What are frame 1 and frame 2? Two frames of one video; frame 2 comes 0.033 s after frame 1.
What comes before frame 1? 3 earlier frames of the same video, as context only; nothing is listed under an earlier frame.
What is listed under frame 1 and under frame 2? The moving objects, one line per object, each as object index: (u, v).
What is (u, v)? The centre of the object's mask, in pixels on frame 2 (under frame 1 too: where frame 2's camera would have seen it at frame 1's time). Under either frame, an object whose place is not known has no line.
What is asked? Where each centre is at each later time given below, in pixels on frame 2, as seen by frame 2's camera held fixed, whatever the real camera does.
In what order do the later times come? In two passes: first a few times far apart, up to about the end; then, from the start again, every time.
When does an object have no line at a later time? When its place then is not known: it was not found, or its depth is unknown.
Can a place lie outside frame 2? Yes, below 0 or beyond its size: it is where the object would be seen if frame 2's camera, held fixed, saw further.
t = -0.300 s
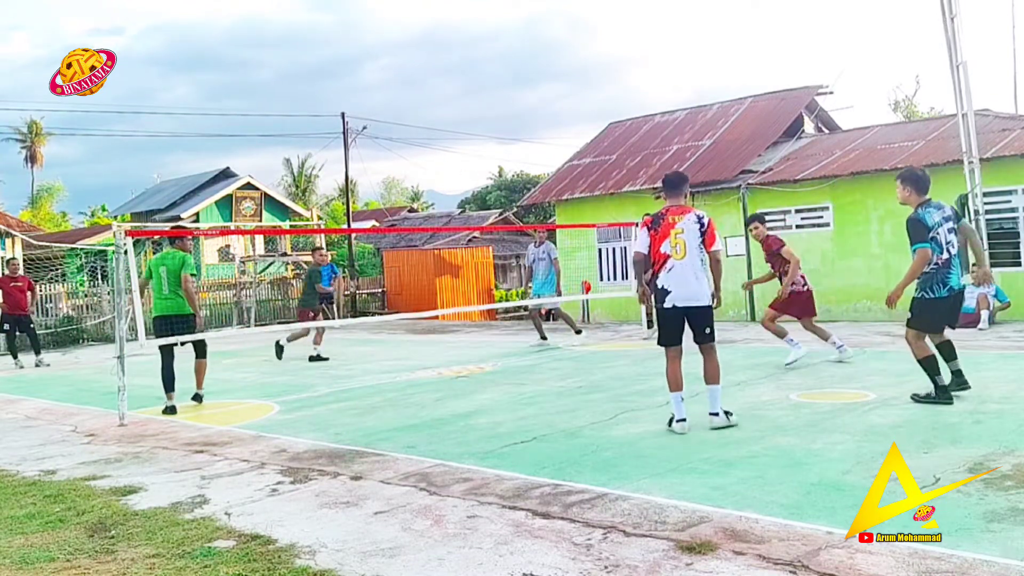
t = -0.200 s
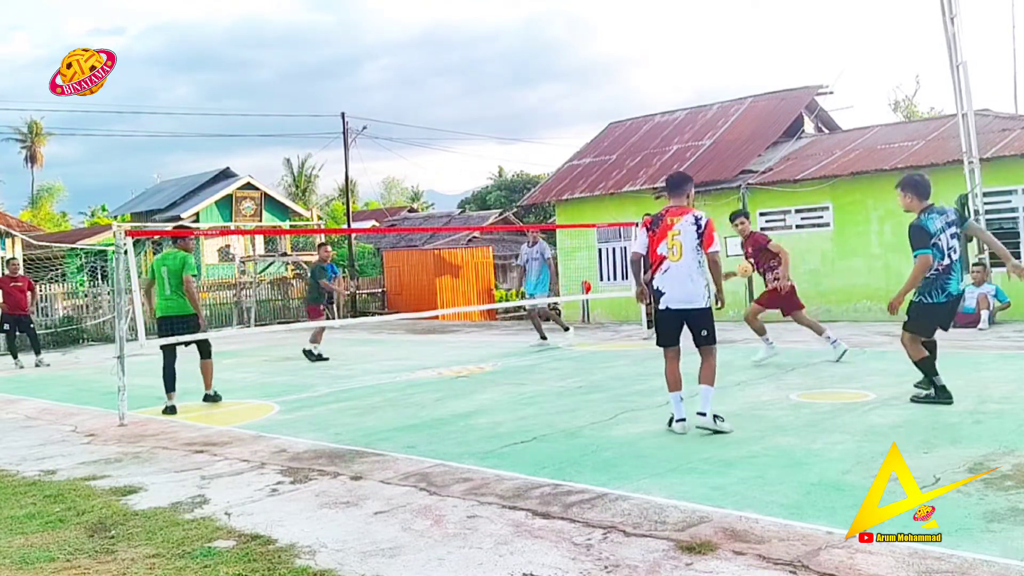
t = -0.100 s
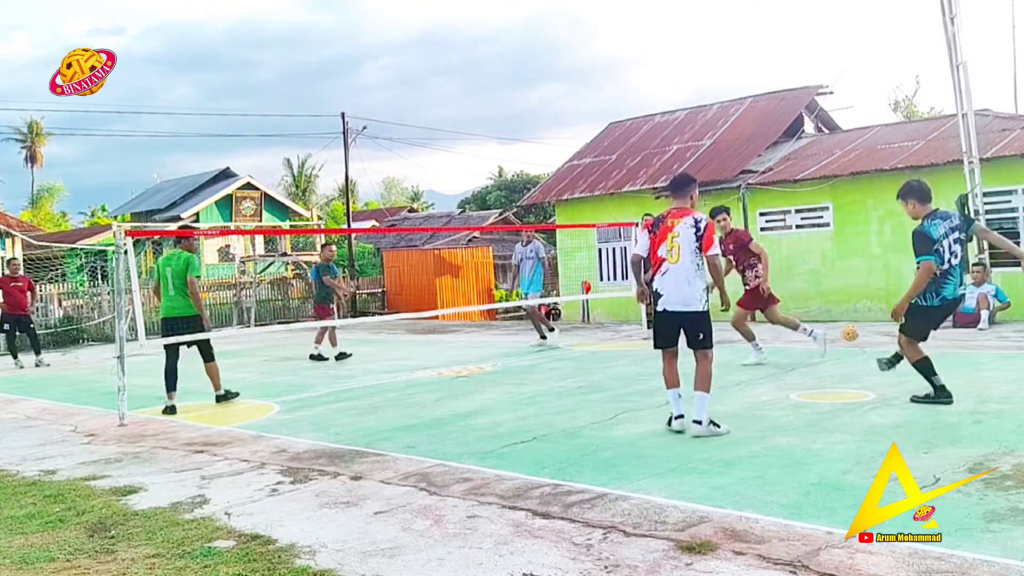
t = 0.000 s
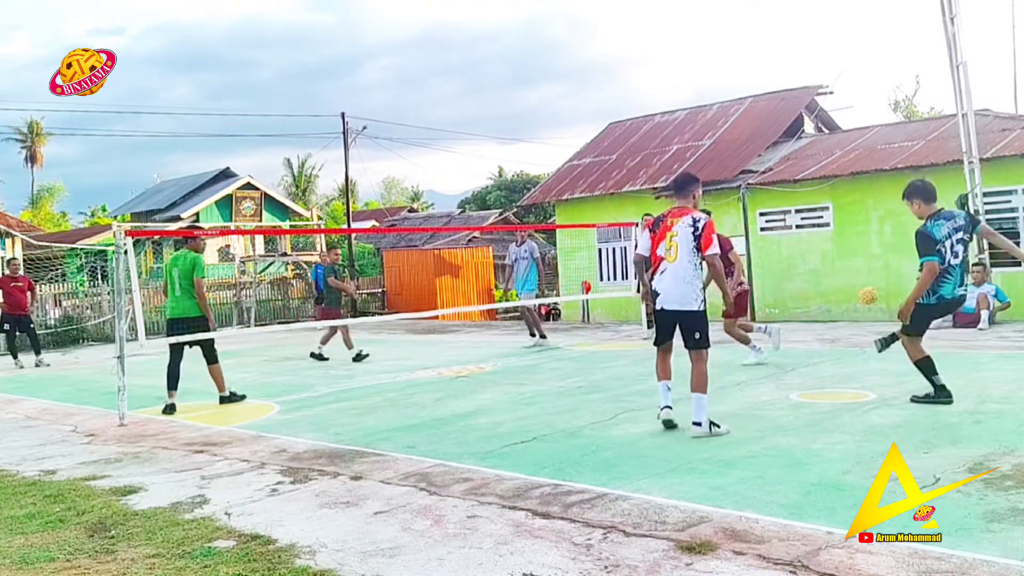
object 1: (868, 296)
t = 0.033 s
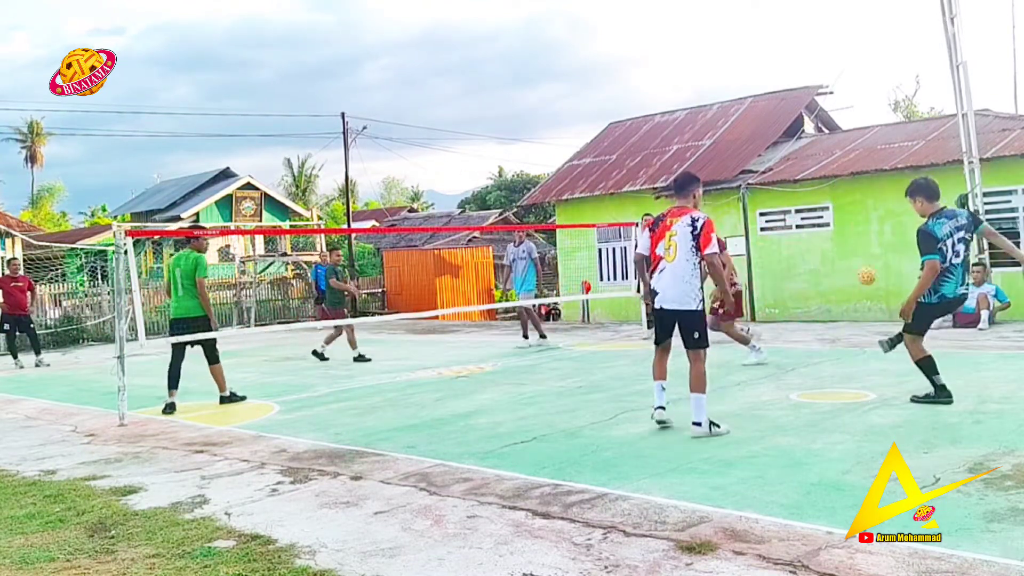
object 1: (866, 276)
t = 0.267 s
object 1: (858, 173)
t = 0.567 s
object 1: (852, 144)
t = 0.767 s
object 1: (851, 201)
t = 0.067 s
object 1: (865, 258)
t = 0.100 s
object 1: (863, 240)
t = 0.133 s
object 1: (862, 225)
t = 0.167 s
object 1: (861, 210)
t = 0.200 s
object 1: (860, 196)
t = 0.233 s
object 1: (859, 184)
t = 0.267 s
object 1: (858, 173)
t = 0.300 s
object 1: (857, 164)
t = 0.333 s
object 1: (856, 156)
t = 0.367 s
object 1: (855, 149)
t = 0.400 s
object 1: (854, 145)
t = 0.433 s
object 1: (854, 142)
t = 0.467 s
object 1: (853, 140)
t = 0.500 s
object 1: (853, 140)
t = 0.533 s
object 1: (853, 141)
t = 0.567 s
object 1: (852, 144)
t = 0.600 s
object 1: (852, 147)
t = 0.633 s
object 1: (851, 155)
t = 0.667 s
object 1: (851, 164)
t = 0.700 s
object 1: (851, 174)
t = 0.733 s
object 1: (850, 185)
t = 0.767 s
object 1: (851, 201)
